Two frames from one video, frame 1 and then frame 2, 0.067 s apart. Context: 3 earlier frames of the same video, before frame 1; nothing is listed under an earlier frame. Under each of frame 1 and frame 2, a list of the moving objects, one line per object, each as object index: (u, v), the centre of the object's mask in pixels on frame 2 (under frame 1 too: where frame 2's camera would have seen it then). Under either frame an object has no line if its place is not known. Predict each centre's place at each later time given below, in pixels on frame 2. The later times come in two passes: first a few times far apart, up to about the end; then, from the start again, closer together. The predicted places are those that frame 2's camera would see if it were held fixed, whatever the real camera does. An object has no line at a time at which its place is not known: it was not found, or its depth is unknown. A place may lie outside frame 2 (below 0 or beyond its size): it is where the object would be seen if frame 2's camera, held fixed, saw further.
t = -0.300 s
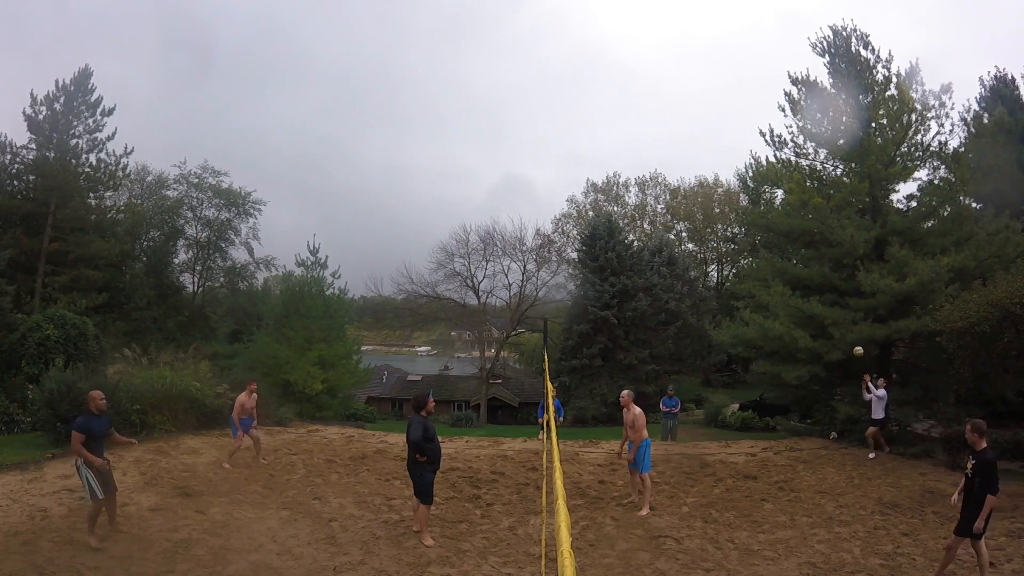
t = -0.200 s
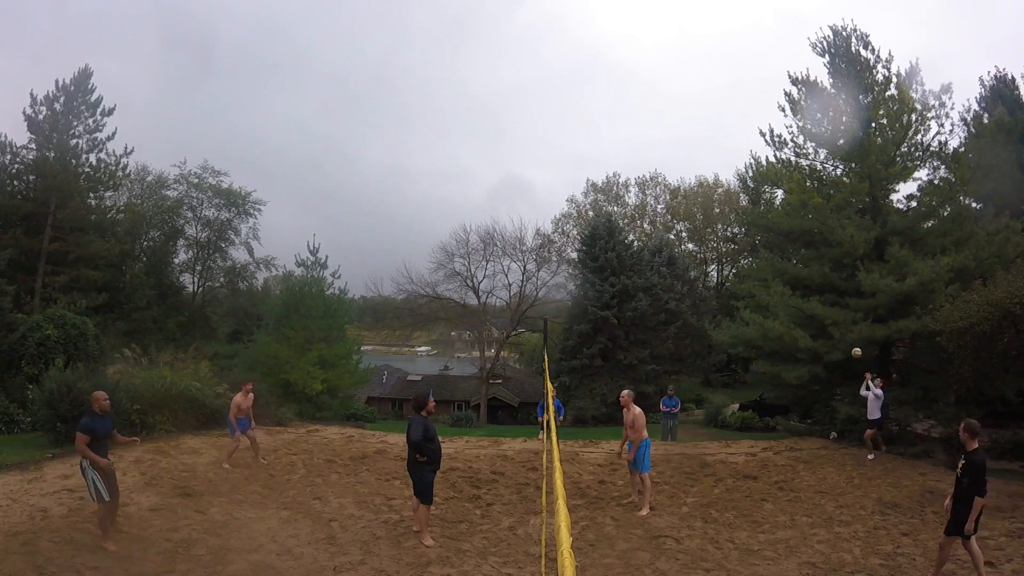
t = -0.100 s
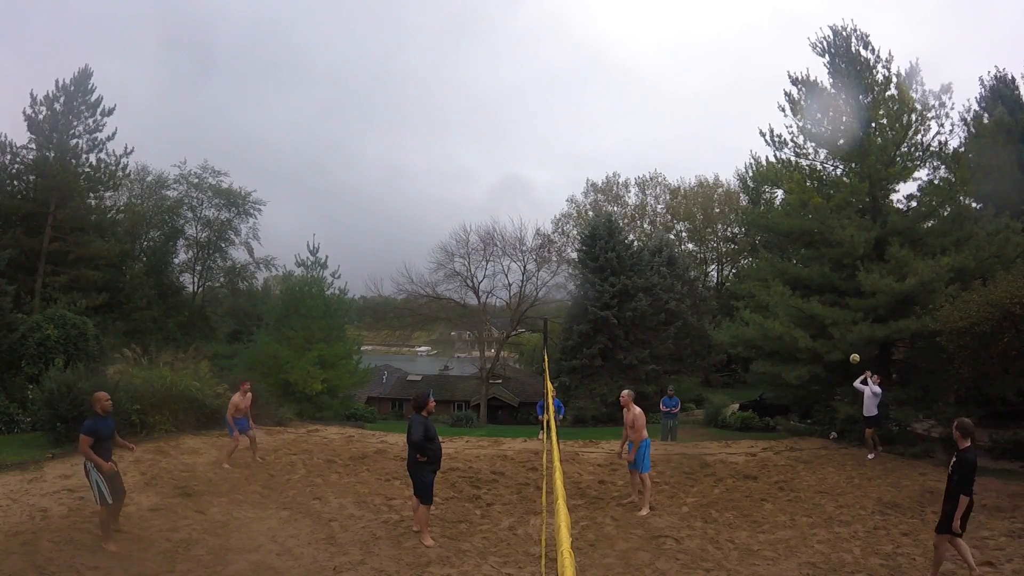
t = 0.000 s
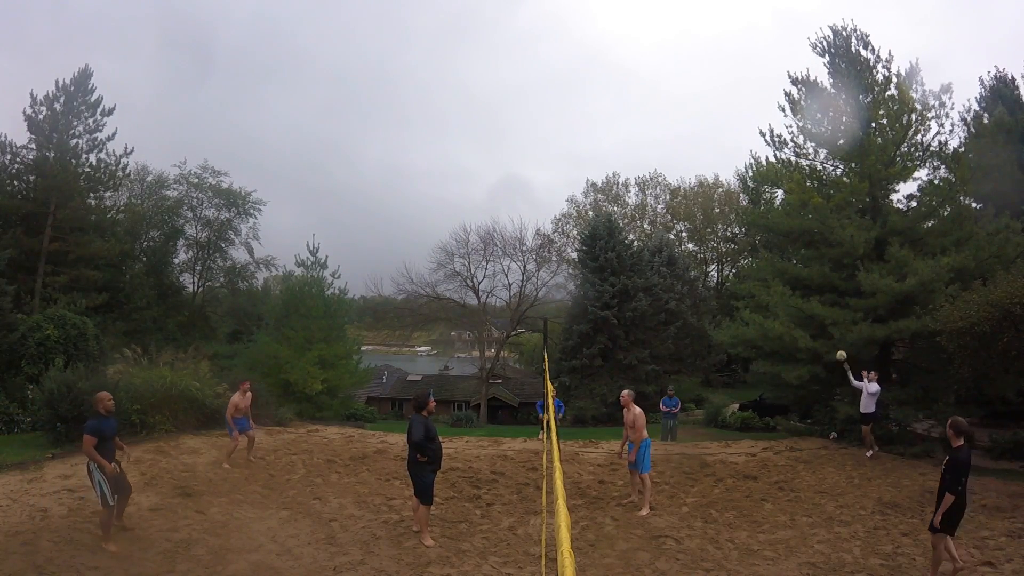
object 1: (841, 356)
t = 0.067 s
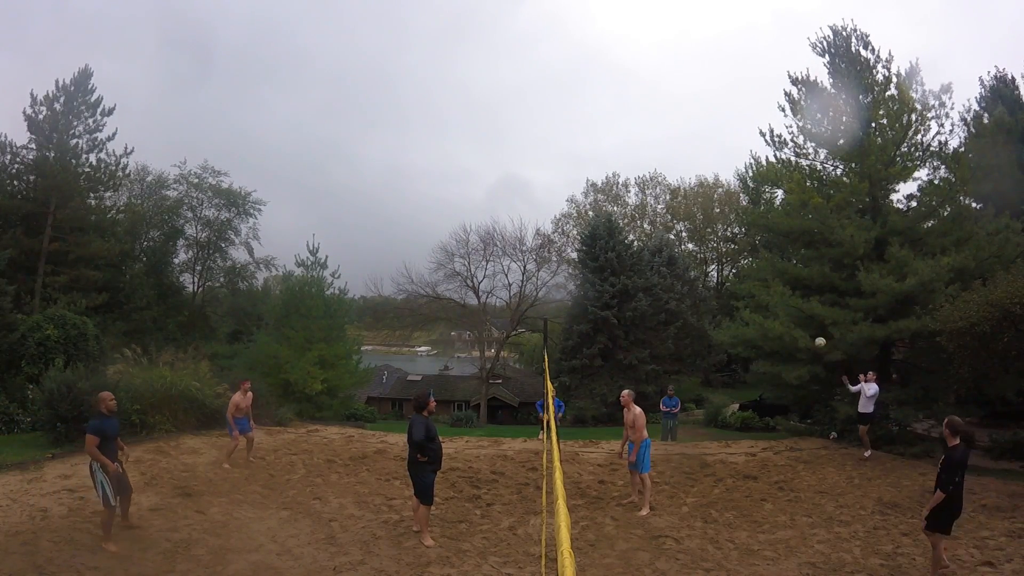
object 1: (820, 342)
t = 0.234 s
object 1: (755, 312)
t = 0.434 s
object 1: (650, 286)
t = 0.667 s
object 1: (481, 282)
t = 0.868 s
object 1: (305, 314)
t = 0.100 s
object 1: (808, 335)
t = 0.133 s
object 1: (796, 329)
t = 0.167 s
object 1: (783, 323)
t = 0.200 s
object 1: (770, 317)
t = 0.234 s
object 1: (755, 312)
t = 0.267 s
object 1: (740, 306)
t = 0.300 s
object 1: (724, 302)
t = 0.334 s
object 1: (707, 298)
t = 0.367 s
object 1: (689, 293)
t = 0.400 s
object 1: (670, 289)
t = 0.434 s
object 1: (650, 286)
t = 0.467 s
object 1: (629, 283)
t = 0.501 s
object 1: (607, 281)
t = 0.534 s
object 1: (584, 280)
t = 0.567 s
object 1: (559, 279)
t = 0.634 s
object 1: (507, 281)
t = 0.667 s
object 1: (481, 282)
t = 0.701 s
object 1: (453, 284)
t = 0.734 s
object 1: (425, 288)
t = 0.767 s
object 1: (395, 293)
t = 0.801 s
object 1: (366, 297)
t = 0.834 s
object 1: (335, 306)
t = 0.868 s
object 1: (305, 314)
